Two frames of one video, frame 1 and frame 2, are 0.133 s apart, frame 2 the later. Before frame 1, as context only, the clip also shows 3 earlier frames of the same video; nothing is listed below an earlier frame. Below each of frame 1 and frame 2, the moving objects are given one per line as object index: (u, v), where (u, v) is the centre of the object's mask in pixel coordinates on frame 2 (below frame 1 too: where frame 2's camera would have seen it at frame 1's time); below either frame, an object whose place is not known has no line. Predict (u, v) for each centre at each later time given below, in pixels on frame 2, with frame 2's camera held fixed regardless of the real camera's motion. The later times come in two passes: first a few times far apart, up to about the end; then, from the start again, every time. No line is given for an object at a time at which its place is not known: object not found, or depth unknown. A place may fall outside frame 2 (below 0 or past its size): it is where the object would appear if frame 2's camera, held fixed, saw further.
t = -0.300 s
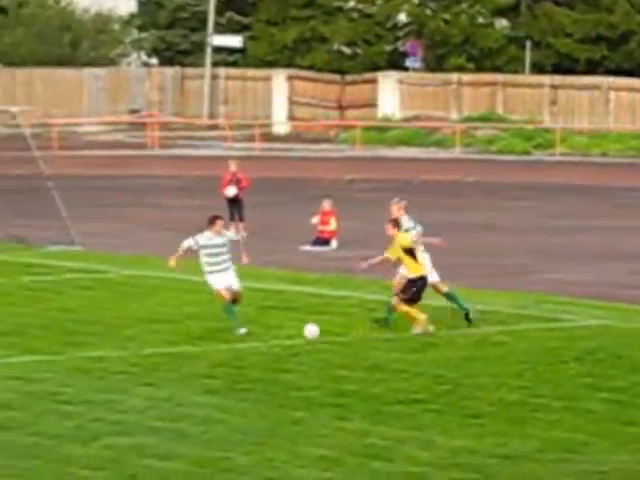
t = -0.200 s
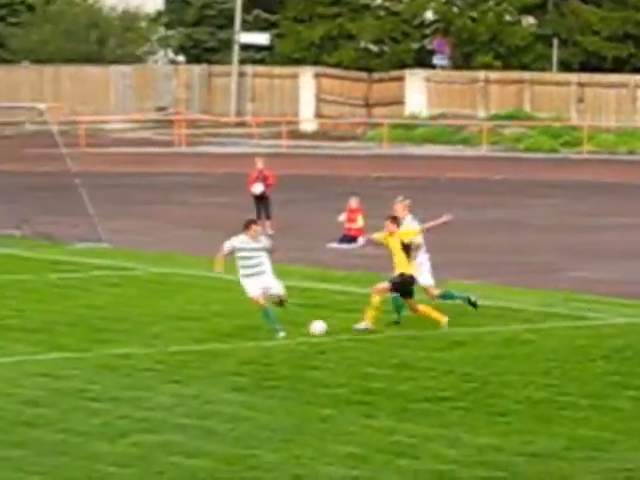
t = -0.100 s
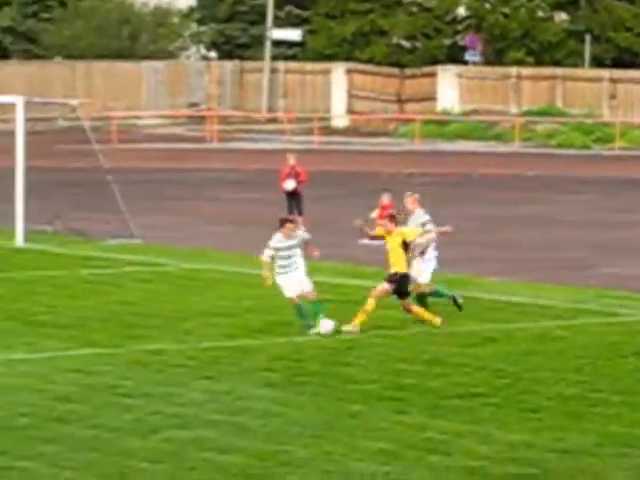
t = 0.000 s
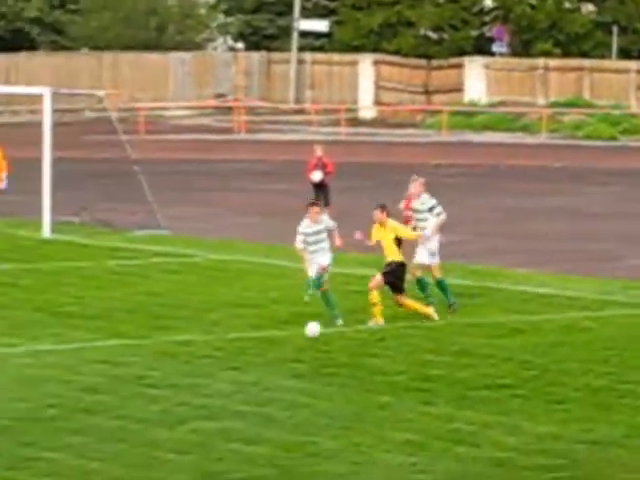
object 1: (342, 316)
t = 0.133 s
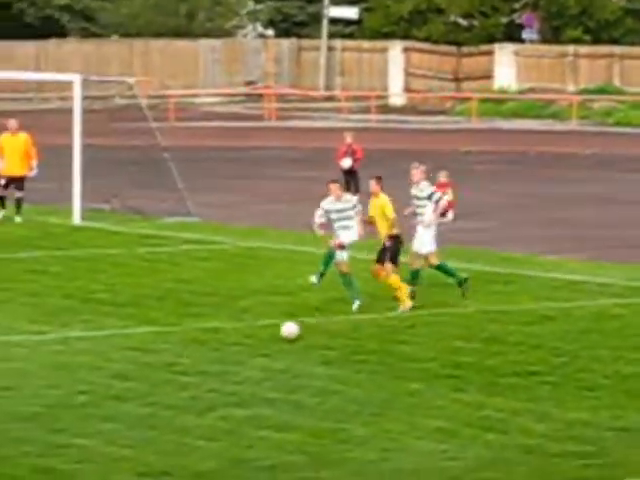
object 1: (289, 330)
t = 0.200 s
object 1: (262, 339)
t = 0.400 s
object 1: (181, 361)
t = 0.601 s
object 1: (103, 379)
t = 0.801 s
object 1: (27, 396)
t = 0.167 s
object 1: (276, 334)
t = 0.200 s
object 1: (262, 339)
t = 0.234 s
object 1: (248, 344)
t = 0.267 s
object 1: (234, 345)
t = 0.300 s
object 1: (221, 348)
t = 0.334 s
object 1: (208, 351)
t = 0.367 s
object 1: (194, 356)
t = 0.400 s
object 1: (181, 361)
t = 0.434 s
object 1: (168, 363)
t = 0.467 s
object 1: (156, 365)
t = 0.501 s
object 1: (143, 367)
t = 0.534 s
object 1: (130, 372)
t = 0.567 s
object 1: (116, 375)
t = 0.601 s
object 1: (103, 379)
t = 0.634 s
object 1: (91, 382)
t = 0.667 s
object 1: (78, 384)
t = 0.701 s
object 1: (66, 388)
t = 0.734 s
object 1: (52, 391)
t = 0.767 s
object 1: (40, 394)
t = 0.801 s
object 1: (27, 396)
